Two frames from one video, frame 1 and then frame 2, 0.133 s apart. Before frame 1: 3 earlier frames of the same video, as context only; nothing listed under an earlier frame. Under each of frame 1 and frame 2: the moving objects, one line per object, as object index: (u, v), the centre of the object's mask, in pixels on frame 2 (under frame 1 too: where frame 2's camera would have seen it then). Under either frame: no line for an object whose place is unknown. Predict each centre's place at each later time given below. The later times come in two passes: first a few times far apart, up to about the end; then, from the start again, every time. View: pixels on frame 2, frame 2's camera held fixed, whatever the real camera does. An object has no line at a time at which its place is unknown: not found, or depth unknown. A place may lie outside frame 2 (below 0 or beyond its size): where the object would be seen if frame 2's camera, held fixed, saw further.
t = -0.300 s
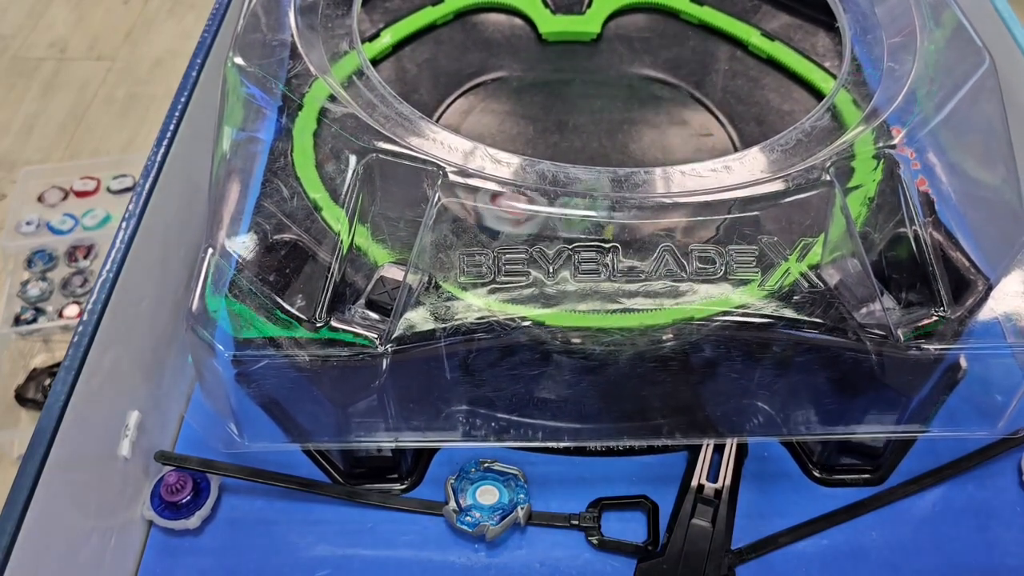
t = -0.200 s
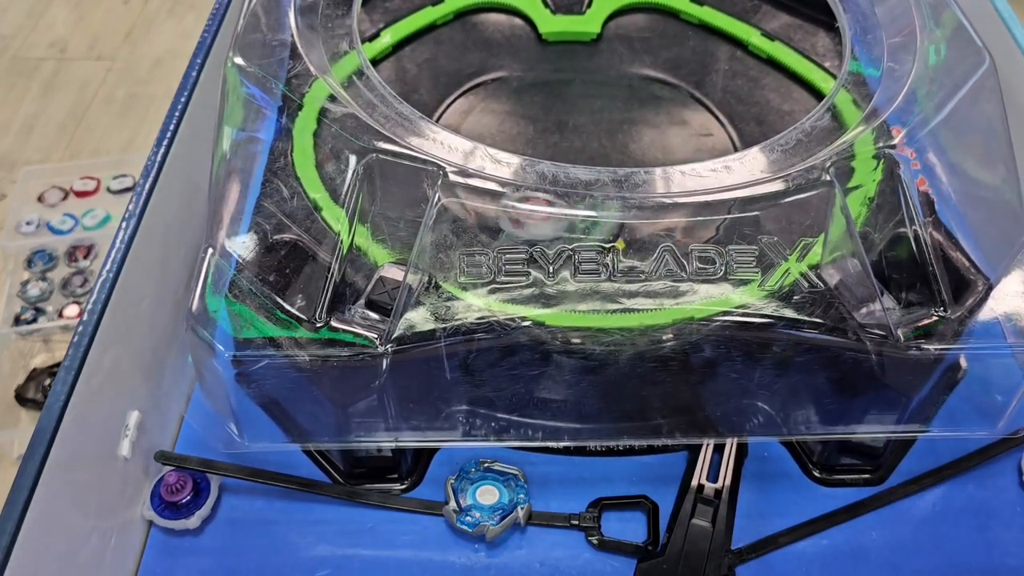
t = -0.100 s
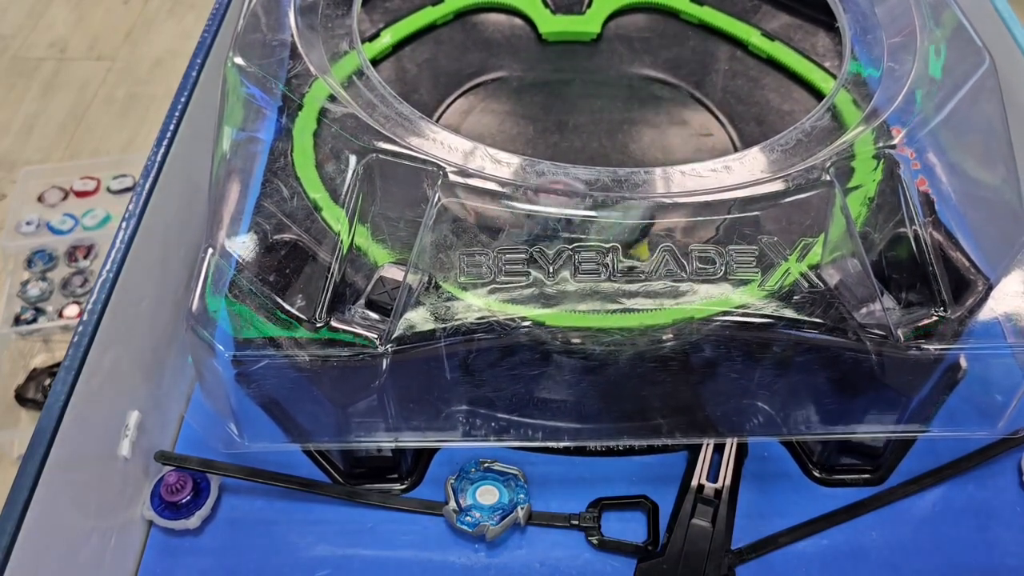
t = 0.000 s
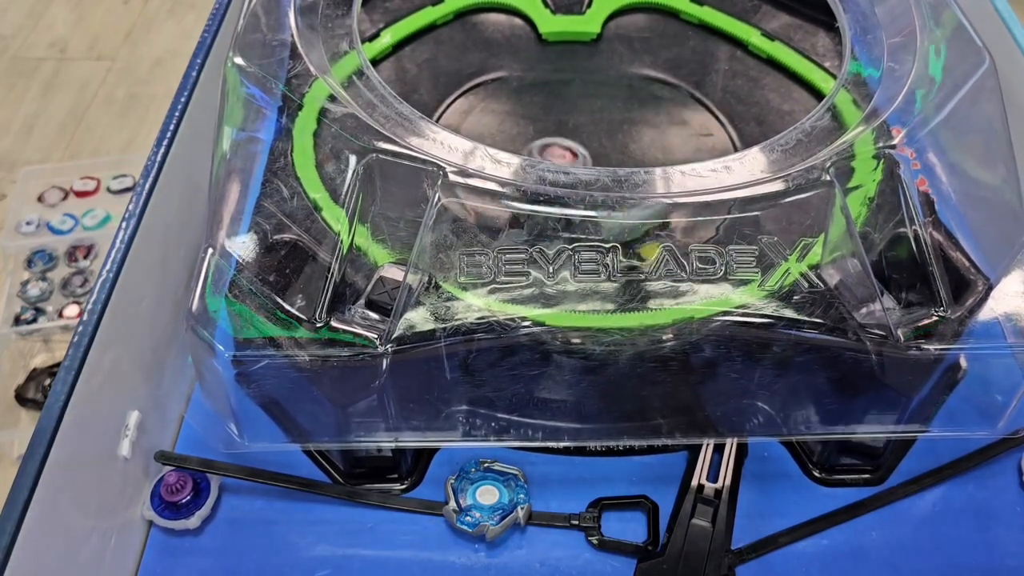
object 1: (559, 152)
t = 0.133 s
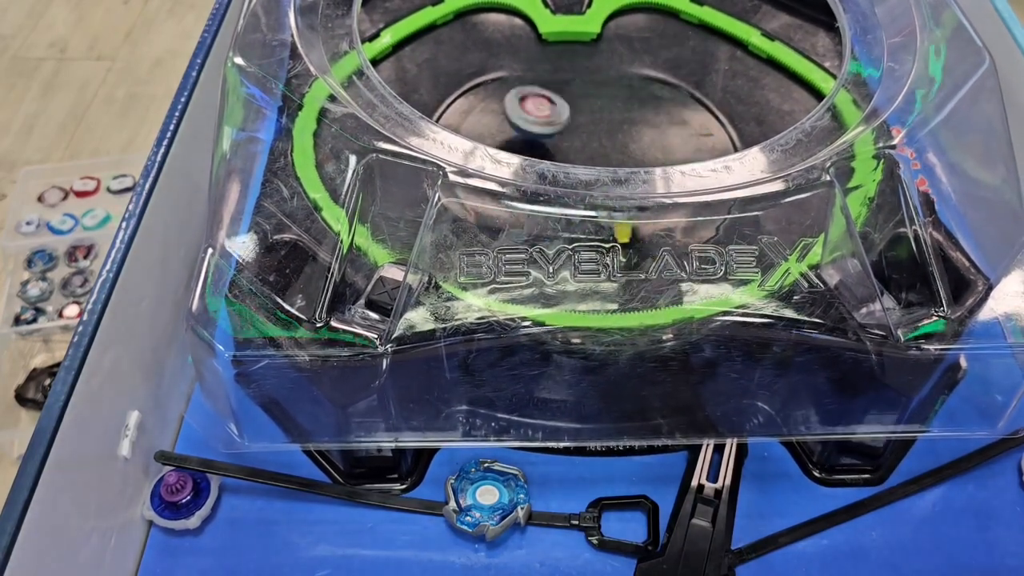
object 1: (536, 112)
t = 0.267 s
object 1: (503, 79)
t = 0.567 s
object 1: (478, 81)
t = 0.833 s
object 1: (581, 114)
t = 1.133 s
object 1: (496, 84)
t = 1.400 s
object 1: (590, 144)
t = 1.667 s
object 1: (572, 129)
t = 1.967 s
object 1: (489, 126)
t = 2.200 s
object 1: (505, 145)
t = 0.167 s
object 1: (528, 100)
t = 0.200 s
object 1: (519, 91)
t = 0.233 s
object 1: (511, 84)
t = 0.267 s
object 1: (503, 79)
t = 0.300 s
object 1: (496, 77)
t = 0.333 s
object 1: (492, 77)
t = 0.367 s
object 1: (489, 81)
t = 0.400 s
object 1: (489, 85)
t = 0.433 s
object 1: (478, 77)
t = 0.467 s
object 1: (472, 73)
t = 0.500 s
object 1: (470, 72)
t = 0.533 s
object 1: (473, 77)
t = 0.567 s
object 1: (478, 81)
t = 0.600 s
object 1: (487, 88)
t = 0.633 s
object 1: (498, 95)
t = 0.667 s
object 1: (511, 104)
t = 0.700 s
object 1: (528, 111)
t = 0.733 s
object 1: (548, 117)
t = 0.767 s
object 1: (567, 121)
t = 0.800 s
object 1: (588, 124)
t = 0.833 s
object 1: (581, 114)
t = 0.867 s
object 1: (564, 99)
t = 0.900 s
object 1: (551, 87)
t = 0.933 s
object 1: (539, 79)
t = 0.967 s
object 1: (528, 72)
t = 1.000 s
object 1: (517, 69)
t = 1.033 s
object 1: (509, 68)
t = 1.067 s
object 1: (501, 71)
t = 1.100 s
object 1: (497, 77)
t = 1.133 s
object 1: (496, 84)
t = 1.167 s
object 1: (498, 93)
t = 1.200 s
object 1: (504, 101)
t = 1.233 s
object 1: (513, 111)
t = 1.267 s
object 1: (526, 121)
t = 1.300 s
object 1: (540, 130)
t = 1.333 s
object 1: (556, 136)
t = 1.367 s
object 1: (572, 141)
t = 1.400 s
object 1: (590, 144)
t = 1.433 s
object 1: (606, 146)
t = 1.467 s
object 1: (622, 148)
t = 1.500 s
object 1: (639, 149)
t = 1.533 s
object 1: (641, 148)
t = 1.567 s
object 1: (621, 143)
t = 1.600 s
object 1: (604, 138)
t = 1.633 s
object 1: (588, 133)
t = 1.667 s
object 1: (572, 129)
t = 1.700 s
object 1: (559, 126)
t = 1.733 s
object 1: (545, 124)
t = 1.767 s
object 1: (533, 122)
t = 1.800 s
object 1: (520, 121)
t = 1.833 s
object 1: (510, 121)
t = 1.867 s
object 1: (500, 121)
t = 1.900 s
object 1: (493, 122)
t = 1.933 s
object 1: (490, 124)
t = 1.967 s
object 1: (489, 126)
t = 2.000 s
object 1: (492, 128)
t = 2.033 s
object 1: (495, 131)
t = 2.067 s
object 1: (503, 135)
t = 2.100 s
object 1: (512, 138)
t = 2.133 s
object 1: (512, 142)
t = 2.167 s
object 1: (508, 144)
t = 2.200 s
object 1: (505, 145)
